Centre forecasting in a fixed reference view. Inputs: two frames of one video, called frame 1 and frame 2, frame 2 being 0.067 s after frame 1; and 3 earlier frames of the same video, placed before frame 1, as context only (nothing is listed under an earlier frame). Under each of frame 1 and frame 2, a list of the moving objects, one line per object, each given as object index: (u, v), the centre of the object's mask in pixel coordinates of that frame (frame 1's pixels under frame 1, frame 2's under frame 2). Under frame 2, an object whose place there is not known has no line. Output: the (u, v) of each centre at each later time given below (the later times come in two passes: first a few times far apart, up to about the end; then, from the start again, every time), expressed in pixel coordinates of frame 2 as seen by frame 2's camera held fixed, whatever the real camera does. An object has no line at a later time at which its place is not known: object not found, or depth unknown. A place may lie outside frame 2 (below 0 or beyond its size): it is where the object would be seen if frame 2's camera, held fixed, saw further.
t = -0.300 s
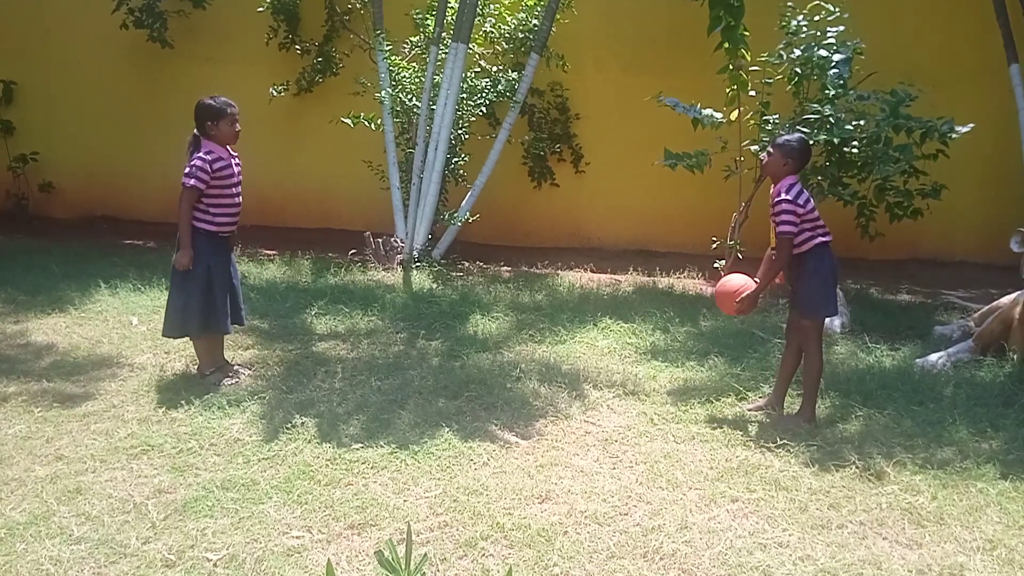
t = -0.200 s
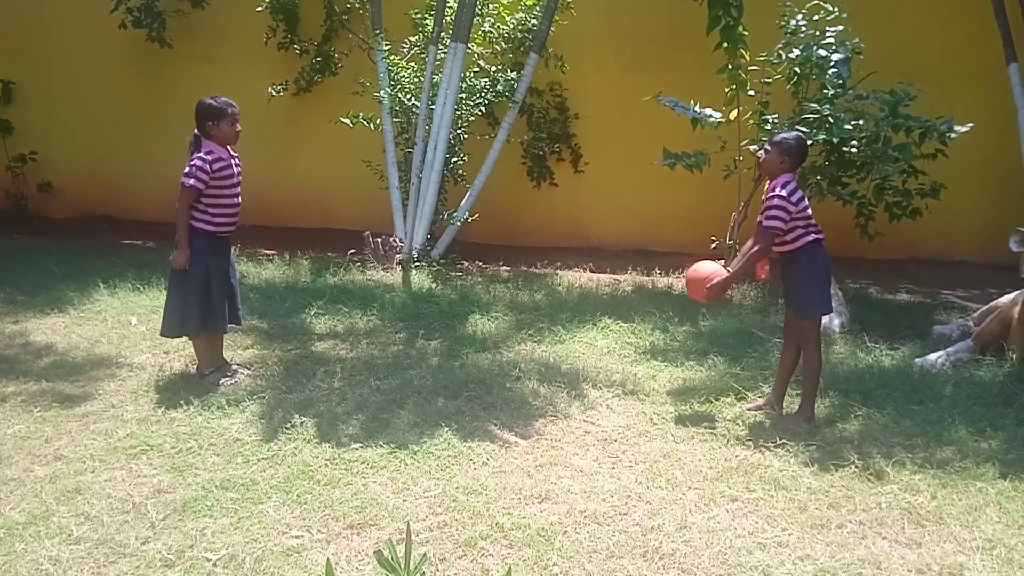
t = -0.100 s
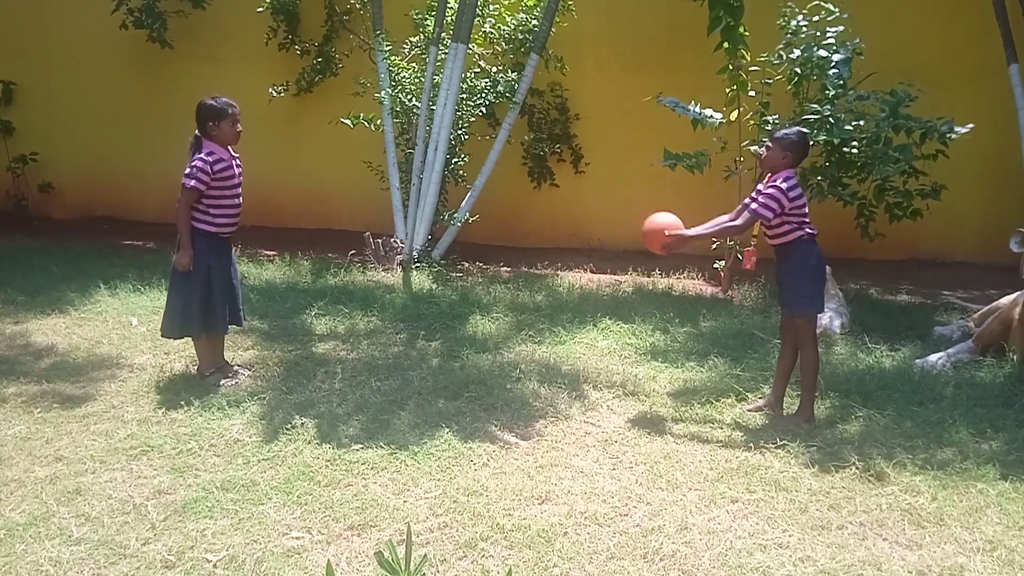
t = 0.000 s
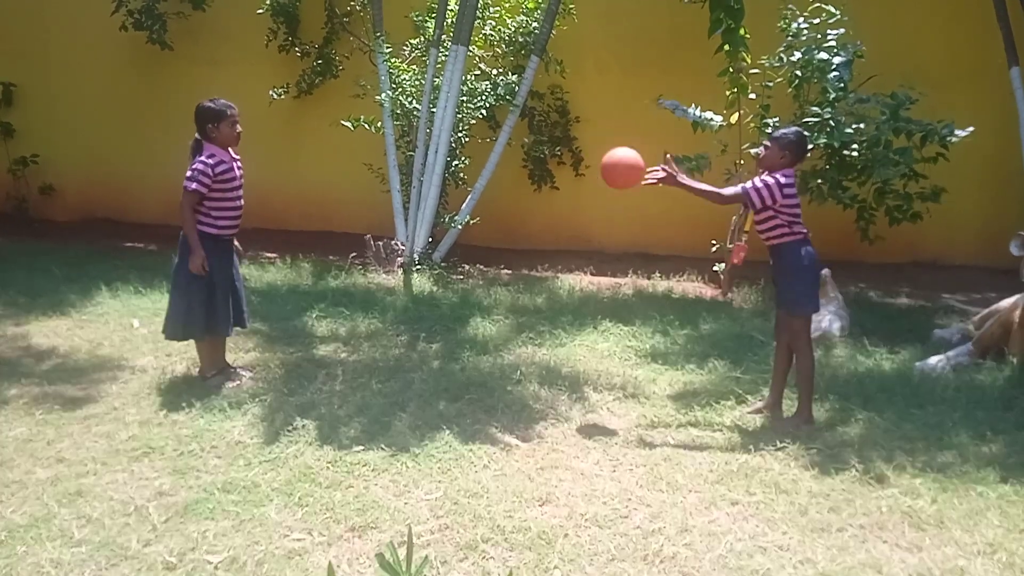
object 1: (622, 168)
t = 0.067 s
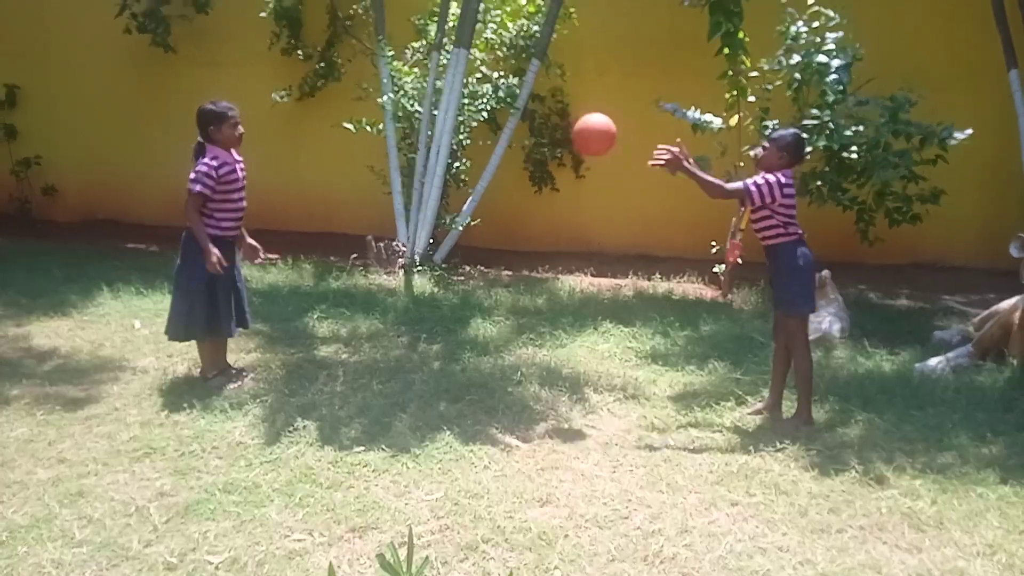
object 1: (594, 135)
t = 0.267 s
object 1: (506, 86)
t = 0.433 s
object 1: (427, 115)
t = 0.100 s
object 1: (580, 121)
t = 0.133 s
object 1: (566, 108)
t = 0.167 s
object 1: (551, 99)
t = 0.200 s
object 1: (536, 92)
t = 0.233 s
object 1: (522, 87)
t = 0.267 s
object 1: (506, 86)
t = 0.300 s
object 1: (490, 86)
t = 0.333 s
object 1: (475, 89)
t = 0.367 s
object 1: (459, 96)
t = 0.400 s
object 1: (443, 104)
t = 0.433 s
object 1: (427, 115)
